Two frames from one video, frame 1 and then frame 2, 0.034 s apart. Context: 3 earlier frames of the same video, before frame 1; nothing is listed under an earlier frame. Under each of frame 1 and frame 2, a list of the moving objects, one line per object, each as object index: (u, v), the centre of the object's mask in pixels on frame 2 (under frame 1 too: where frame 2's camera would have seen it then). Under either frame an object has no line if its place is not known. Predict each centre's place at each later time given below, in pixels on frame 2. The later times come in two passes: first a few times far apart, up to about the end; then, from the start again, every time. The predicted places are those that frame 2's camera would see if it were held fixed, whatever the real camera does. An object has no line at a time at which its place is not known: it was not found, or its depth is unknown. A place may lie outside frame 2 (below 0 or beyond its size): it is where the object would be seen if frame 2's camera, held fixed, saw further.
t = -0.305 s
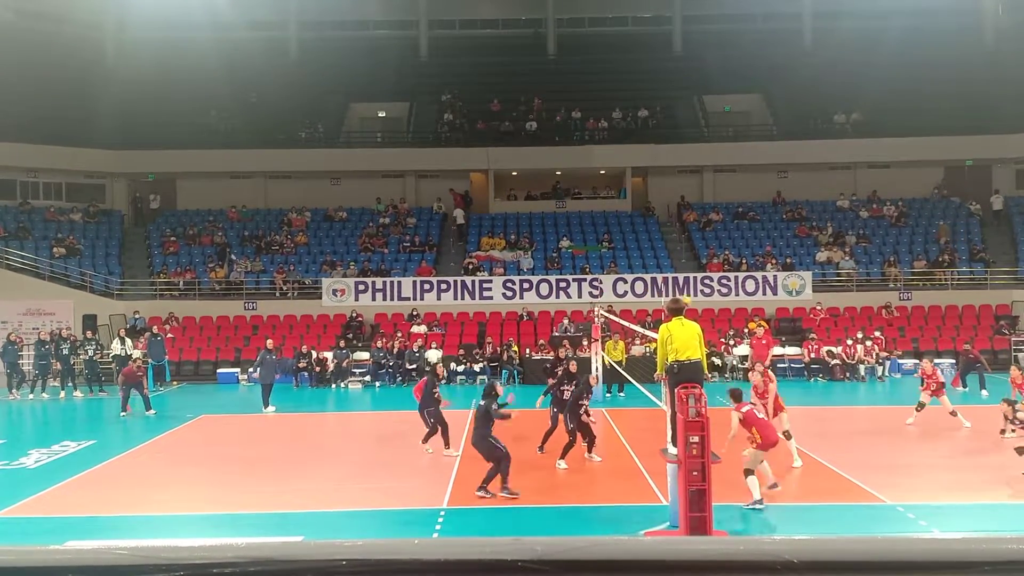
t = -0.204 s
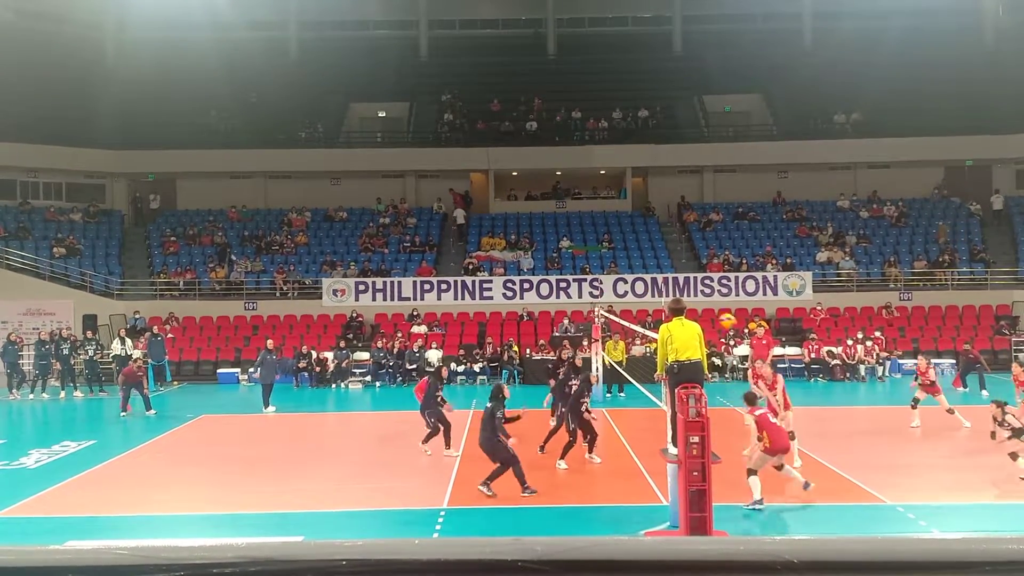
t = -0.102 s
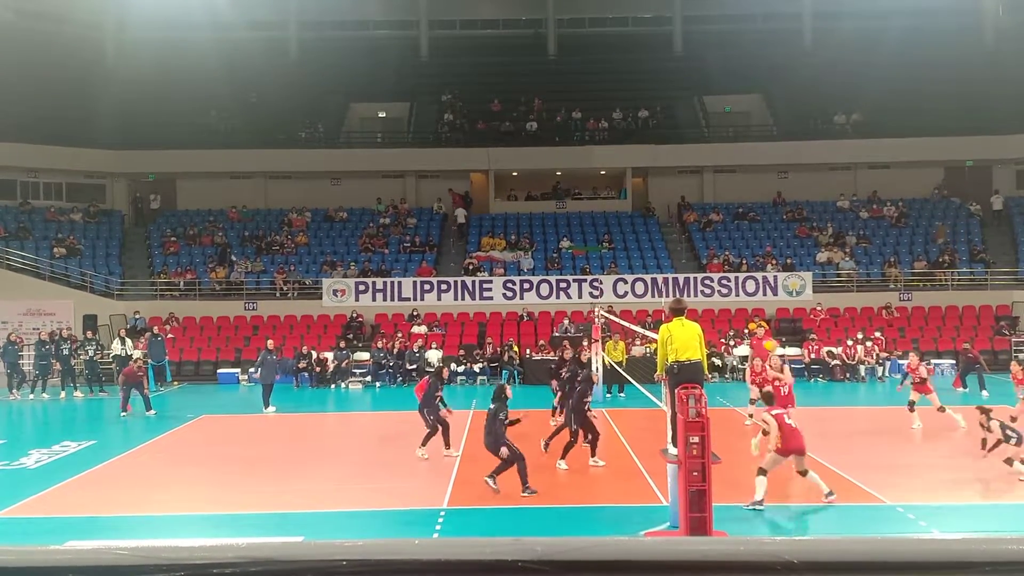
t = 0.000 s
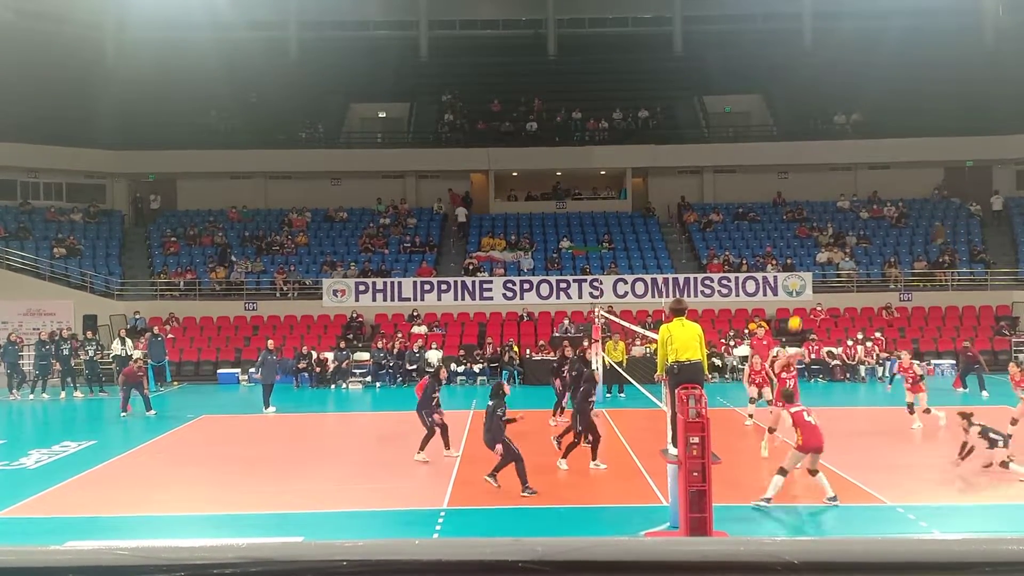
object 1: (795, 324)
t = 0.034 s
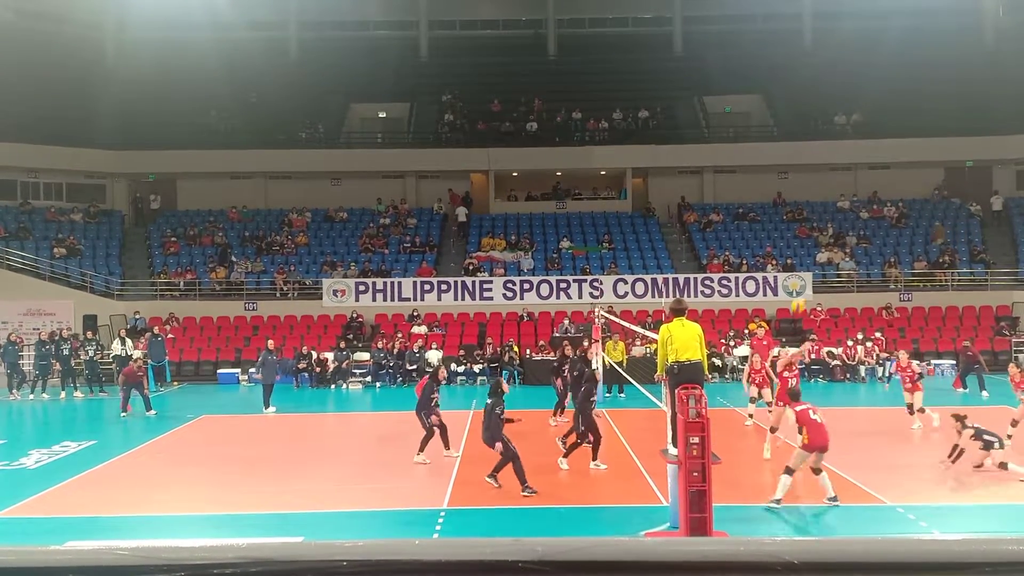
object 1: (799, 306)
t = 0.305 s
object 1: (825, 185)
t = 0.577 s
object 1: (851, 117)
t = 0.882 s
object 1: (878, 96)
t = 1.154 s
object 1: (902, 121)
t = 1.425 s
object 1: (924, 184)
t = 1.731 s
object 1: (946, 293)
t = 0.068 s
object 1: (801, 288)
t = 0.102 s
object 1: (805, 269)
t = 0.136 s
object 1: (808, 254)
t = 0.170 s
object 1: (812, 238)
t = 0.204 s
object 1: (815, 224)
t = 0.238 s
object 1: (818, 210)
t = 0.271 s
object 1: (821, 198)
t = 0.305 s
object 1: (825, 185)
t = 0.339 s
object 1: (828, 173)
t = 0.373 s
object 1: (831, 163)
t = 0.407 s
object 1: (835, 154)
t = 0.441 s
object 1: (838, 145)
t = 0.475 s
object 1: (841, 137)
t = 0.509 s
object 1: (844, 129)
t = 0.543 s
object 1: (848, 123)
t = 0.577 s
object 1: (851, 117)
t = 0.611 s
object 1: (854, 112)
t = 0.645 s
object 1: (857, 108)
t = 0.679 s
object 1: (860, 104)
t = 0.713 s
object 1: (863, 101)
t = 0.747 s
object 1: (866, 99)
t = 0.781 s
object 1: (869, 97)
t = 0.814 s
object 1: (872, 96)
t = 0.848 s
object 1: (876, 96)
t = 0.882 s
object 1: (878, 96)
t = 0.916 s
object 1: (881, 97)
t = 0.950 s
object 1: (884, 99)
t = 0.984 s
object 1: (887, 101)
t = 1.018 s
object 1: (890, 104)
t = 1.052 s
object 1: (893, 107)
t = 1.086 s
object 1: (896, 111)
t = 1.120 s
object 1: (899, 116)
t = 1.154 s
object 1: (902, 121)
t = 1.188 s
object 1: (905, 127)
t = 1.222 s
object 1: (907, 133)
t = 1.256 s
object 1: (910, 140)
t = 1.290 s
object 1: (913, 147)
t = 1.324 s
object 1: (916, 156)
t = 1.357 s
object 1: (918, 165)
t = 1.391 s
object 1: (921, 174)
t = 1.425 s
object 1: (924, 184)
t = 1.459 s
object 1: (926, 194)
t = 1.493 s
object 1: (929, 204)
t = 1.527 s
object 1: (932, 216)
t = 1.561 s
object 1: (934, 227)
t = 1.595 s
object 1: (936, 239)
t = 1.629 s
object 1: (938, 251)
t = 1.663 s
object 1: (941, 264)
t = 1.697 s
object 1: (943, 279)
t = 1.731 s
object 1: (946, 293)
